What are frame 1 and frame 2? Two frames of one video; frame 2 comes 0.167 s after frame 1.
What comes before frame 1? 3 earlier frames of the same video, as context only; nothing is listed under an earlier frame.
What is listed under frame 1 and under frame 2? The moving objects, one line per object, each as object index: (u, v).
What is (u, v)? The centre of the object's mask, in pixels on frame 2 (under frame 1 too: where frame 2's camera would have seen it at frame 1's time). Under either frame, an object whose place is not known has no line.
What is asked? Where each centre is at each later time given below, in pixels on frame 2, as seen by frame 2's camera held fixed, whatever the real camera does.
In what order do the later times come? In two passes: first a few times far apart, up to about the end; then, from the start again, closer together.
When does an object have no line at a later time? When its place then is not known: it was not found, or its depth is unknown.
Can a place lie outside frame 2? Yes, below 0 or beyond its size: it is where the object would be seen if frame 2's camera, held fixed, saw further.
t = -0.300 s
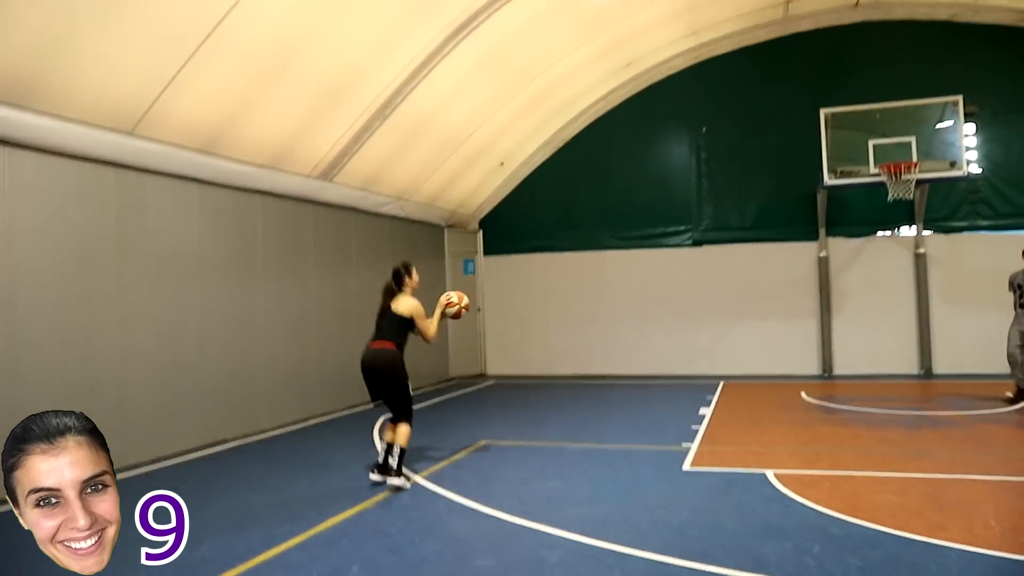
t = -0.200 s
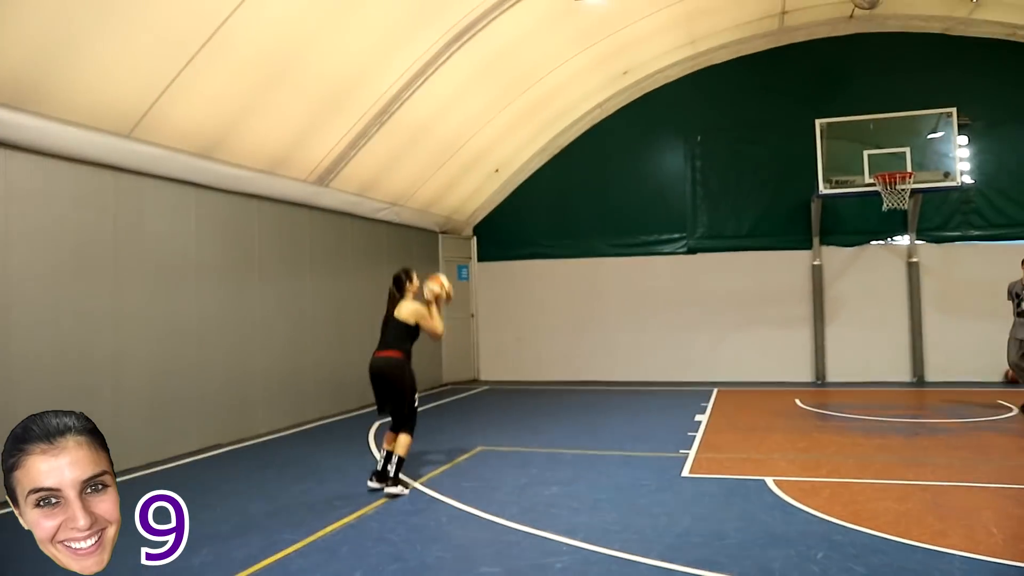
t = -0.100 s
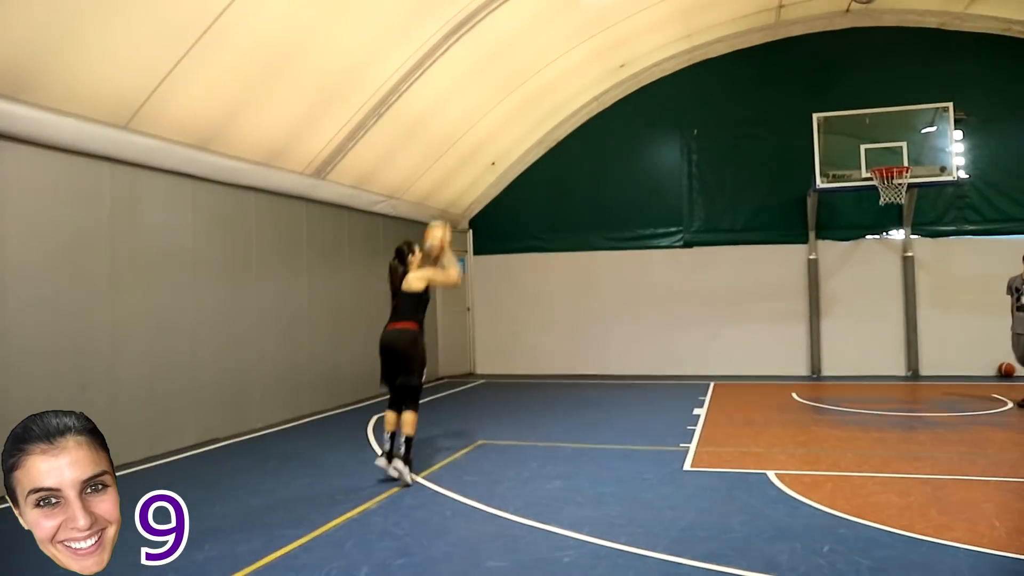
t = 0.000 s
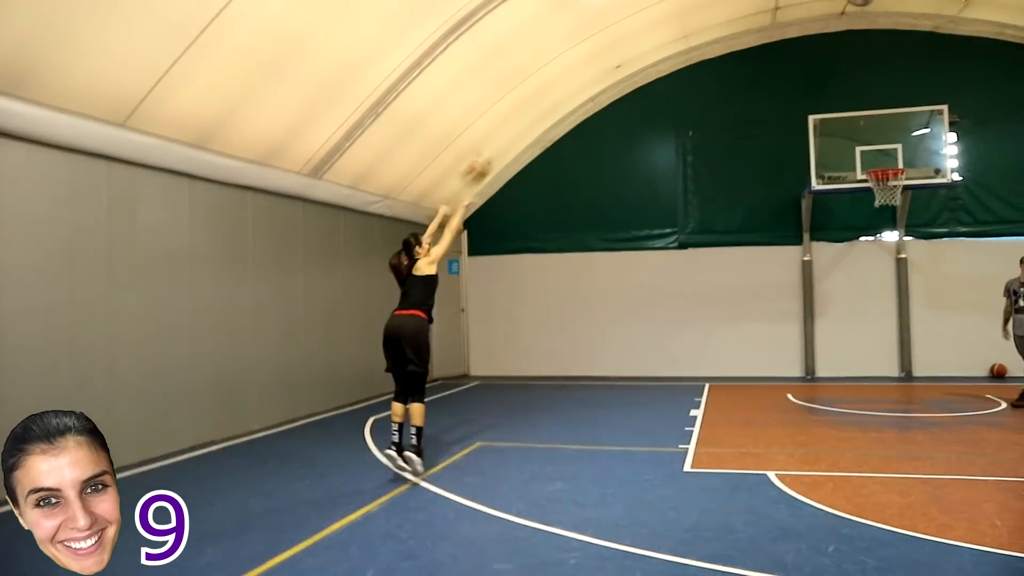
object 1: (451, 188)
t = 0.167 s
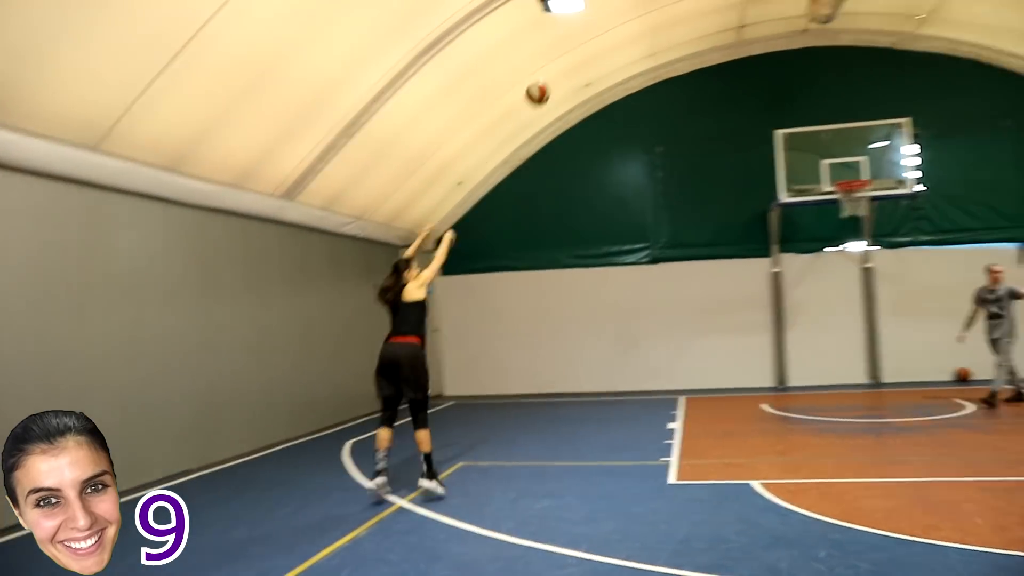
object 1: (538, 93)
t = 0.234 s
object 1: (567, 68)
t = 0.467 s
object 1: (651, 25)
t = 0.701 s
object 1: (731, 31)
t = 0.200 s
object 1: (552, 80)
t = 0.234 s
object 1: (567, 68)
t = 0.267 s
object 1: (581, 58)
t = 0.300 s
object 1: (593, 49)
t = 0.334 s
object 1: (606, 41)
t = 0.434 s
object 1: (642, 27)
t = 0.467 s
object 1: (651, 25)
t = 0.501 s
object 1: (663, 23)
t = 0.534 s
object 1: (676, 20)
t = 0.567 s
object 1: (689, 20)
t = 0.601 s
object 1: (699, 21)
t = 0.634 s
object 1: (710, 24)
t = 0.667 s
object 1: (721, 27)
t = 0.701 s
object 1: (731, 31)
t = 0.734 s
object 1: (740, 35)
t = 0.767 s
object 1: (750, 40)
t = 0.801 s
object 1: (759, 45)
